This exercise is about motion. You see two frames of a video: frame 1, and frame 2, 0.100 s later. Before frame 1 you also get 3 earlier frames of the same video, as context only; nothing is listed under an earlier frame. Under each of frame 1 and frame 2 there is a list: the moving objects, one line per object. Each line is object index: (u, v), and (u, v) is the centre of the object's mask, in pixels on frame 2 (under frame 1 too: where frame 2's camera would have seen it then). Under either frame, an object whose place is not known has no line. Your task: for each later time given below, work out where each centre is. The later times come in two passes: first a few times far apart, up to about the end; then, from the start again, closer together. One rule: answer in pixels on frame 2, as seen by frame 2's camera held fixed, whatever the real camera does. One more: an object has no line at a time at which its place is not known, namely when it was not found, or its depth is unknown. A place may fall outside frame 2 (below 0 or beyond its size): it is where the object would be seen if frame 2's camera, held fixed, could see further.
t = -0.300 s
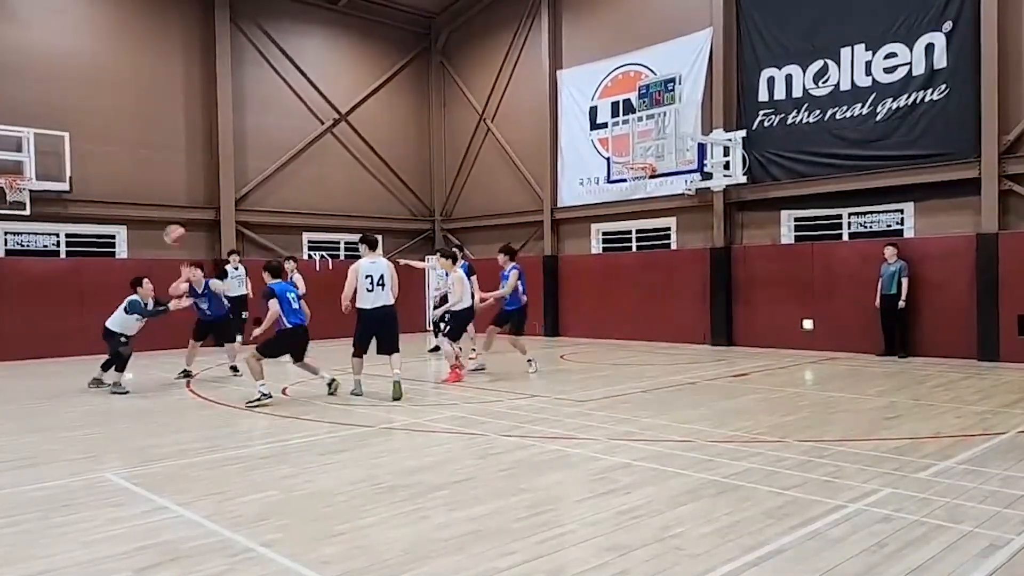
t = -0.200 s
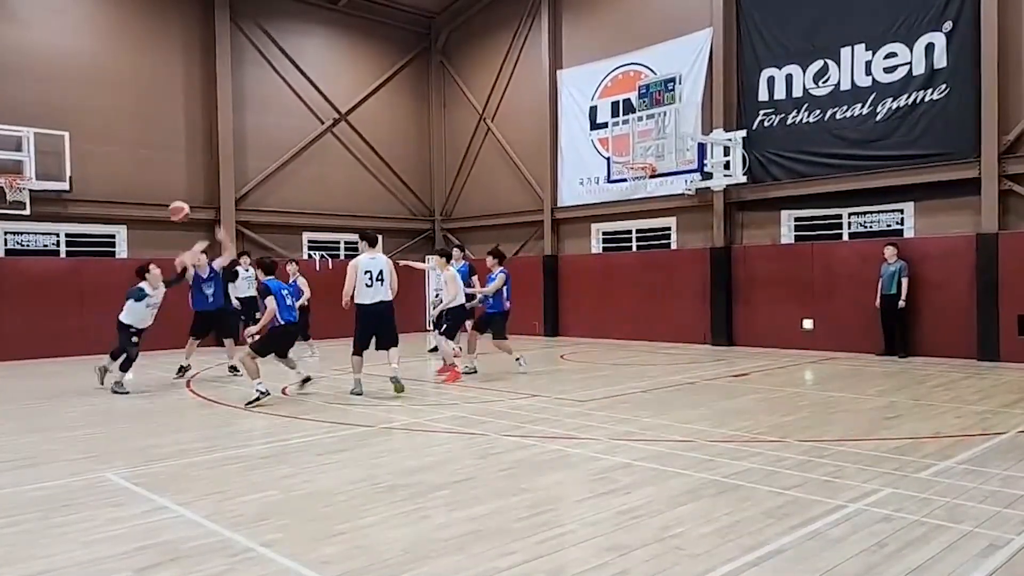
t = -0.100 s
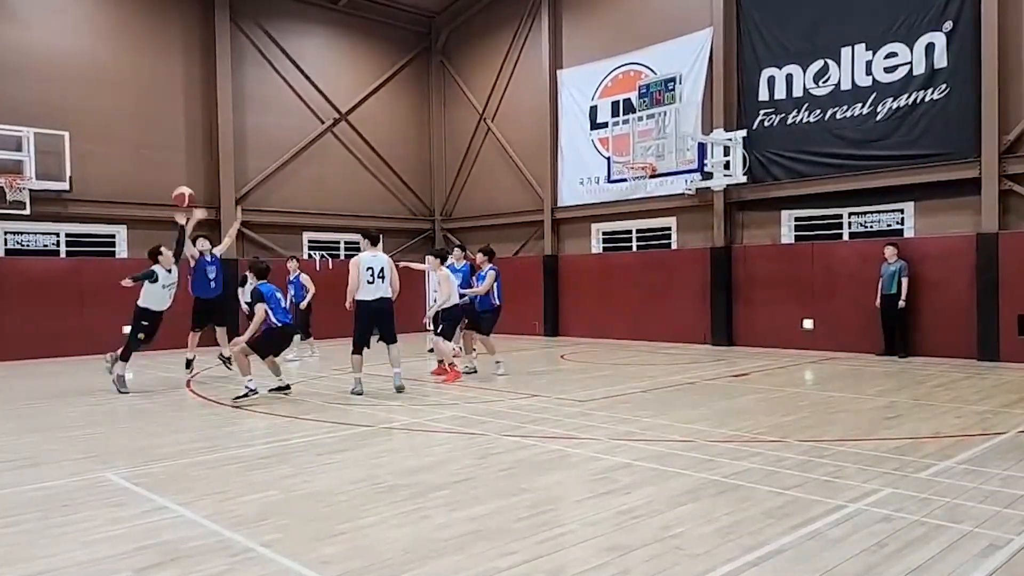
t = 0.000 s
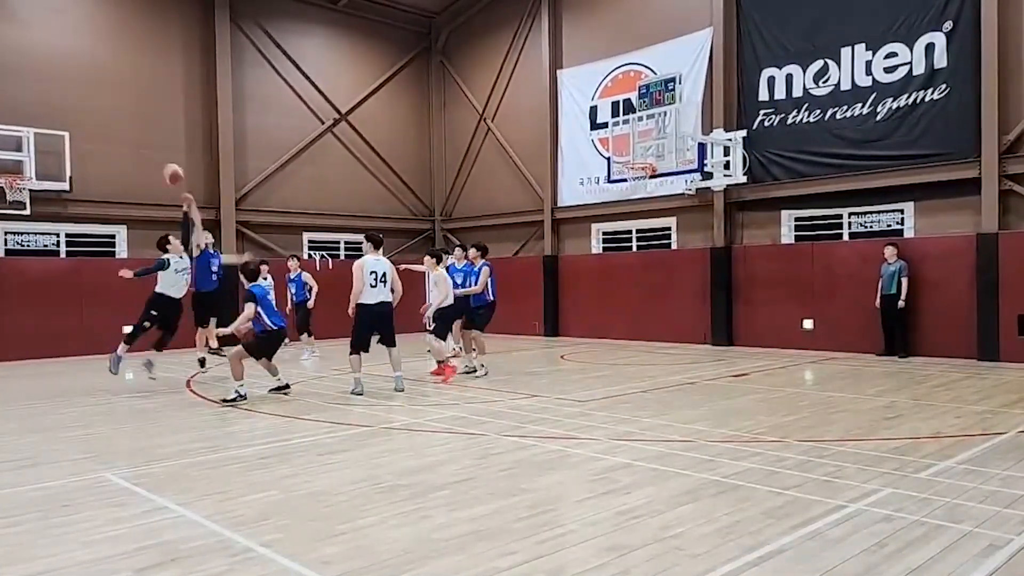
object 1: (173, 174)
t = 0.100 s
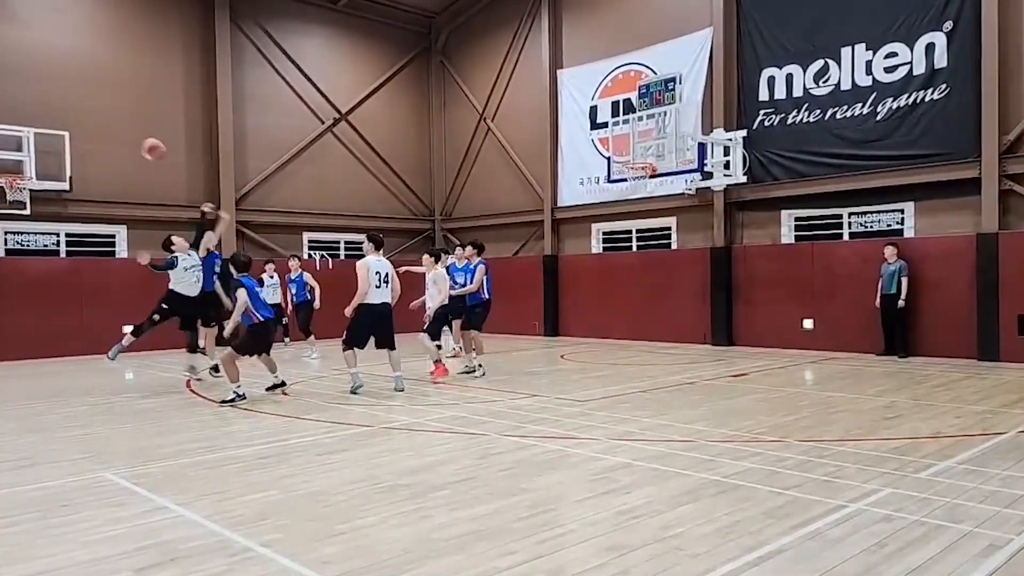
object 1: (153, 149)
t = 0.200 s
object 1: (130, 130)
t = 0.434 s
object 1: (65, 117)
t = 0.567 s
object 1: (20, 136)
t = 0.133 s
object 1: (145, 142)
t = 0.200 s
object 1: (130, 130)
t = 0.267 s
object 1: (113, 122)
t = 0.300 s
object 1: (104, 119)
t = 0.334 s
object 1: (96, 116)
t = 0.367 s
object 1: (86, 115)
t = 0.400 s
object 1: (75, 116)
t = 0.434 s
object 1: (65, 117)
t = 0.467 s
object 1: (56, 119)
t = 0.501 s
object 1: (44, 123)
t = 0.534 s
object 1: (32, 128)
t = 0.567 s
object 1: (20, 136)
